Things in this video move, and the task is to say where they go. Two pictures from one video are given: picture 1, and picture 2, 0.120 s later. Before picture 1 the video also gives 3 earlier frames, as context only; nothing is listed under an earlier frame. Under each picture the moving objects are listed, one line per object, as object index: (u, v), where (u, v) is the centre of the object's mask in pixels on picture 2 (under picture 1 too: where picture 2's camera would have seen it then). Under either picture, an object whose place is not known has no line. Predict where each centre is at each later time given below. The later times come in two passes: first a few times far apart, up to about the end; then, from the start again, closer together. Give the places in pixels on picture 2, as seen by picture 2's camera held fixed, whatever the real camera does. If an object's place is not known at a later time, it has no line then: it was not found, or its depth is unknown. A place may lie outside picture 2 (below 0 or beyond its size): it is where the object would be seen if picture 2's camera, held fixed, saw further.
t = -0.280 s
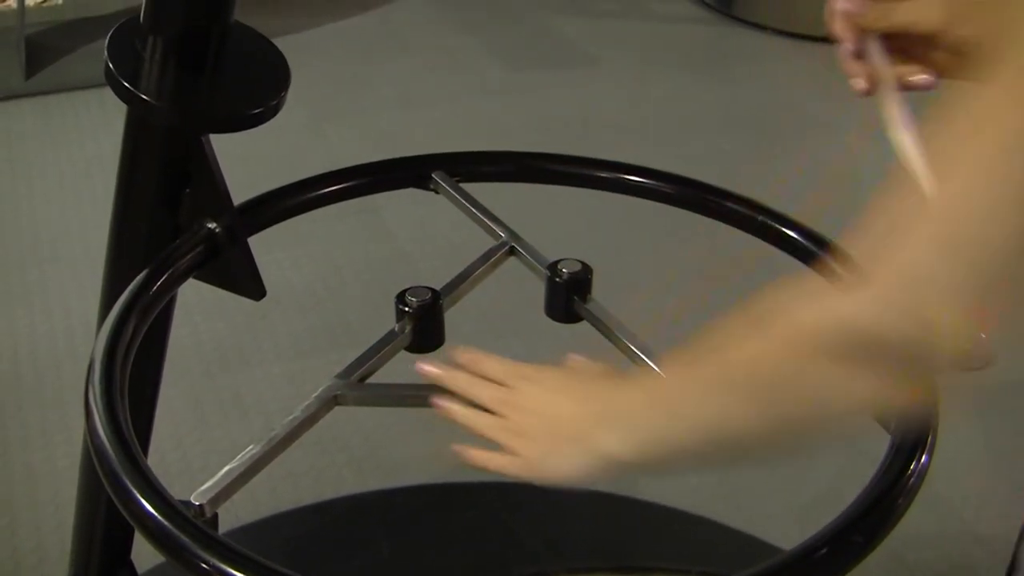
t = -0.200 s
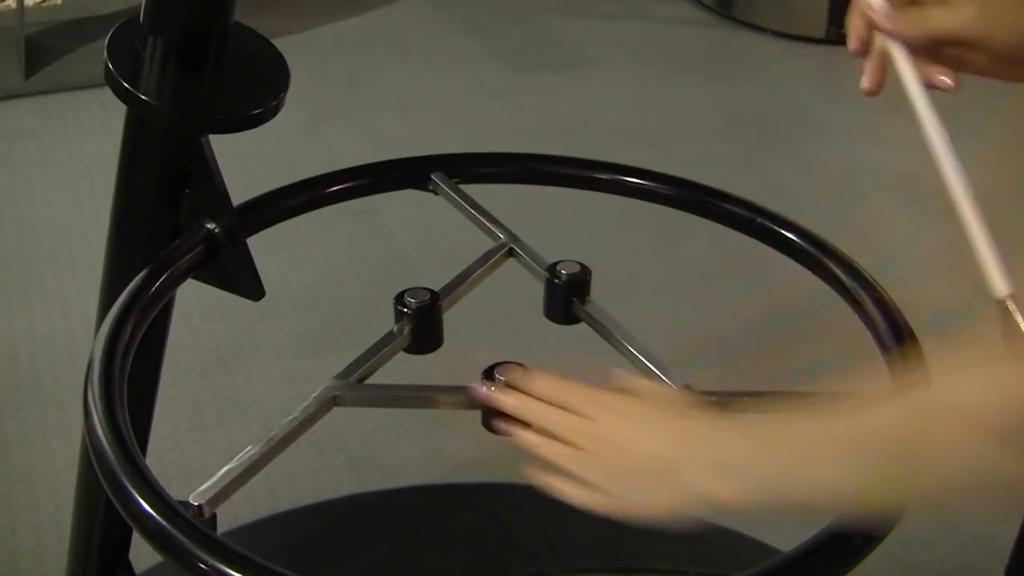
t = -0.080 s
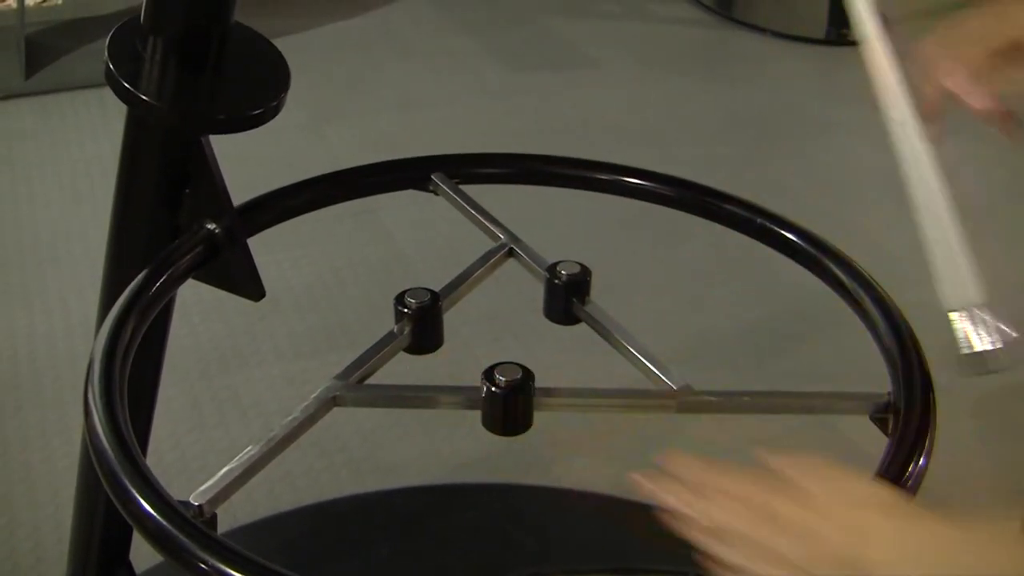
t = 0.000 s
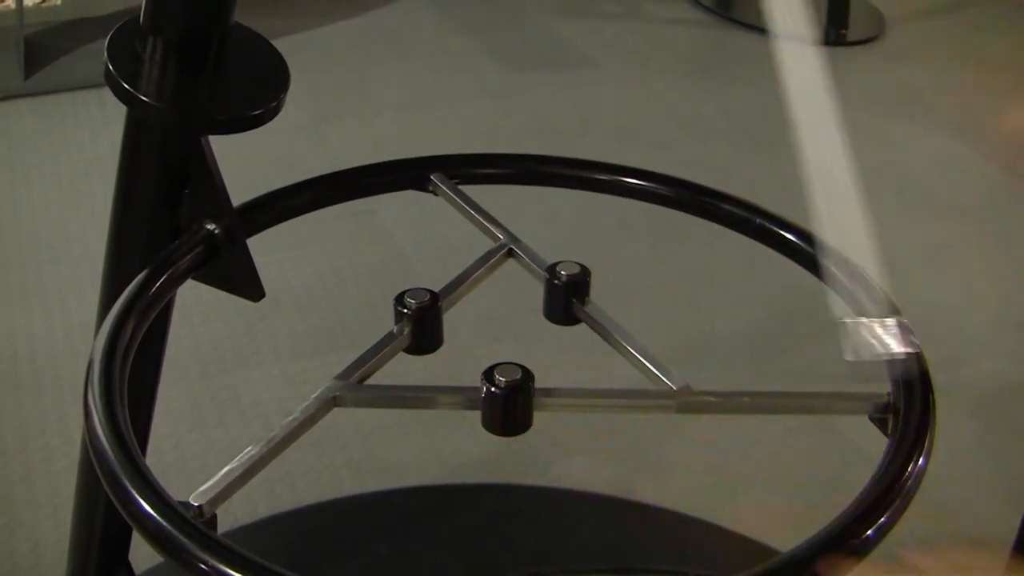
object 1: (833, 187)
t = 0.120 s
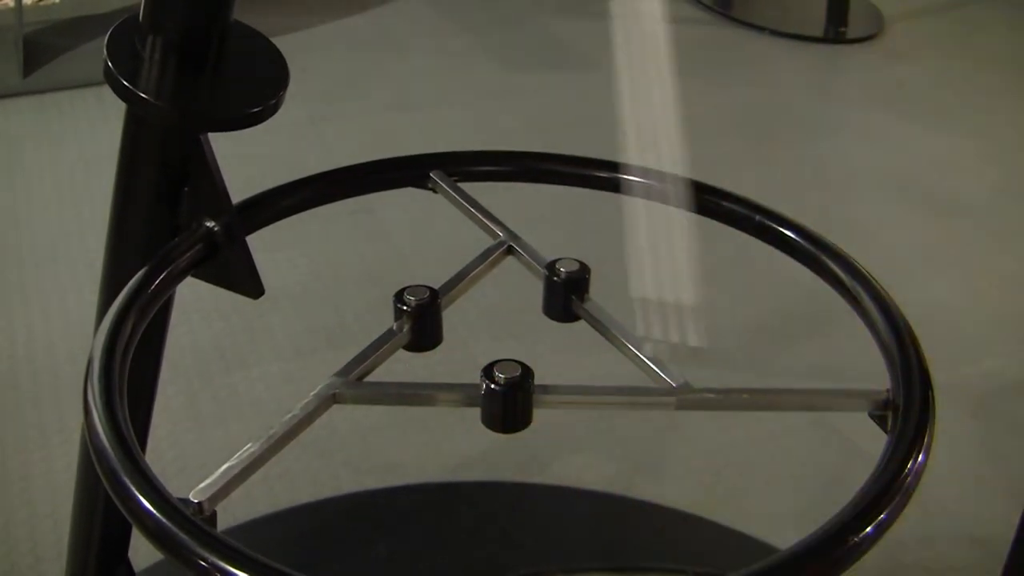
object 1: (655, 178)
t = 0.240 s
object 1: (482, 105)
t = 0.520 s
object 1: (159, 112)
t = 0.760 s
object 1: (296, 144)
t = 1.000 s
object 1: (622, 143)
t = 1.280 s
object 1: (894, 147)
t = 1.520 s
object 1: (797, 145)
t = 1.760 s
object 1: (498, 126)
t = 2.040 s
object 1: (250, 139)
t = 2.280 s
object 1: (293, 127)
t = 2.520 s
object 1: (410, 158)
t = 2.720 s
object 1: (332, 148)
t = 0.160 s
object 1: (594, 163)
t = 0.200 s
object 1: (535, 128)
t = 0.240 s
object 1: (482, 105)
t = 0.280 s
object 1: (420, 115)
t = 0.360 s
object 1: (304, 125)
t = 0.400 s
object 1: (258, 114)
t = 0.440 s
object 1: (214, 119)
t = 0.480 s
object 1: (181, 116)
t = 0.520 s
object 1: (159, 112)
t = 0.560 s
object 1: (150, 115)
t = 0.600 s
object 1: (160, 120)
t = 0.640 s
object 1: (182, 125)
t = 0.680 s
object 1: (213, 131)
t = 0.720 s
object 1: (250, 135)
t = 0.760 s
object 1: (296, 144)
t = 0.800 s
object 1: (345, 151)
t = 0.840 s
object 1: (399, 133)
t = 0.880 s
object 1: (453, 133)
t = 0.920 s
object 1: (511, 125)
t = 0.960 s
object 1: (567, 140)
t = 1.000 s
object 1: (622, 143)
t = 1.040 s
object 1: (675, 141)
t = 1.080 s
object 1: (732, 158)
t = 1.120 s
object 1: (780, 147)
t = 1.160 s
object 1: (819, 149)
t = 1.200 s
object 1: (852, 149)
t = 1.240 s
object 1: (878, 141)
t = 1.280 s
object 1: (894, 147)
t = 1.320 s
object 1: (902, 150)
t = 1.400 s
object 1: (884, 145)
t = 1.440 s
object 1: (862, 145)
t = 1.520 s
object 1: (797, 145)
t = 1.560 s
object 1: (757, 155)
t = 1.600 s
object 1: (707, 158)
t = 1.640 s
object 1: (655, 159)
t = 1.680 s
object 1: (603, 137)
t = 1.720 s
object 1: (550, 141)
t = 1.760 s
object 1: (498, 126)
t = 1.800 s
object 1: (436, 154)
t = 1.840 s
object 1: (383, 143)
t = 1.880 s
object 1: (345, 156)
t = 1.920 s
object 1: (317, 132)
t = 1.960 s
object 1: (286, 148)
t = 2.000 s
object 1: (270, 124)
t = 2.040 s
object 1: (250, 139)
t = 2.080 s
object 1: (244, 122)
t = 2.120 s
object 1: (241, 125)
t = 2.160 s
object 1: (241, 134)
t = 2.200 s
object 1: (254, 123)
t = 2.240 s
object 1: (268, 140)
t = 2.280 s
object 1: (293, 127)
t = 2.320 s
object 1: (318, 146)
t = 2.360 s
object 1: (349, 139)
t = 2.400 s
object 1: (386, 154)
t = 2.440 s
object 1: (438, 132)
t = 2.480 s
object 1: (454, 136)
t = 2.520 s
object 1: (410, 158)
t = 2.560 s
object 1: (378, 144)
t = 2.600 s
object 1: (357, 168)
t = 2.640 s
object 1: (347, 144)
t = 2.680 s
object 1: (335, 160)
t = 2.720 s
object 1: (332, 148)
